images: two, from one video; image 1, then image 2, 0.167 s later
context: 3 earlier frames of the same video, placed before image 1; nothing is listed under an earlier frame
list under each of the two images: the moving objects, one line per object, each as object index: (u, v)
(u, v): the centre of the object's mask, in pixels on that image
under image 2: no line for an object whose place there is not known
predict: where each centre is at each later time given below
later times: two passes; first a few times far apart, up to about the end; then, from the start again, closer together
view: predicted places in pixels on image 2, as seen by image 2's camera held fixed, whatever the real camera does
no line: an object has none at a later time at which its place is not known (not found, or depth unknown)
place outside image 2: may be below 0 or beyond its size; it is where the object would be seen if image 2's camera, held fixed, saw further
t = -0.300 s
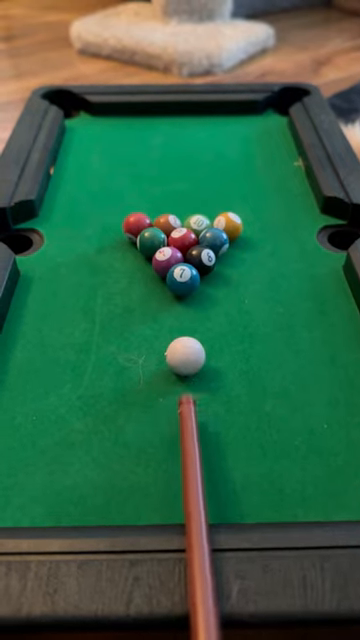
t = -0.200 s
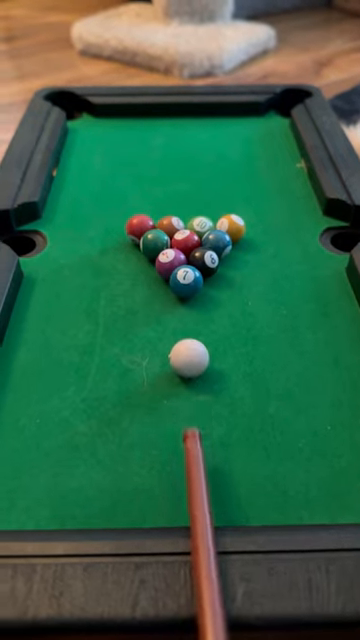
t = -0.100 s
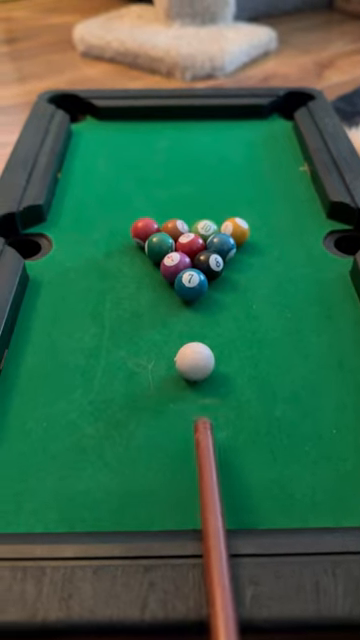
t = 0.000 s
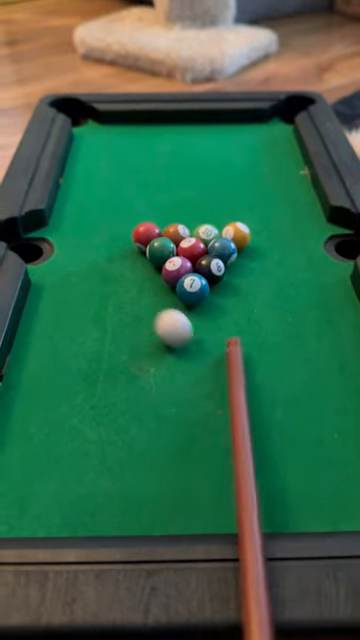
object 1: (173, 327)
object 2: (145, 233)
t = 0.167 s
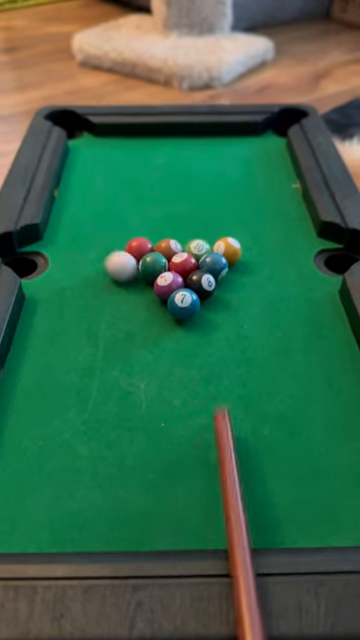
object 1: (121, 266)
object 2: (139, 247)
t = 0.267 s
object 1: (89, 243)
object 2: (141, 241)
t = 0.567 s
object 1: (77, 197)
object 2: (151, 224)
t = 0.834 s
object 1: (98, 171)
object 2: (160, 216)
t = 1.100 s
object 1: (110, 153)
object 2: (156, 211)
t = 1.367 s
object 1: (102, 140)
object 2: (156, 211)
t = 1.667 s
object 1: (89, 135)
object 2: (156, 211)
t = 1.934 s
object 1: (77, 134)
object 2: (156, 211)
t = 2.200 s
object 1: (77, 134)
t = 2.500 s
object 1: (77, 134)
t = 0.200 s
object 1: (111, 259)
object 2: (139, 246)
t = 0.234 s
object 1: (99, 250)
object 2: (140, 244)
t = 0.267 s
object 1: (89, 243)
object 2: (141, 241)
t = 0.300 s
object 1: (79, 236)
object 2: (142, 239)
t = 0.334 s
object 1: (70, 231)
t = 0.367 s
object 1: (61, 225)
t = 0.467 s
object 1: (67, 210)
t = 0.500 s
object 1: (71, 205)
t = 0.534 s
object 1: (74, 201)
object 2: (149, 226)
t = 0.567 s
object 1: (77, 197)
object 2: (151, 224)
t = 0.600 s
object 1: (79, 192)
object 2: (152, 223)
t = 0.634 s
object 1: (82, 189)
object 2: (155, 222)
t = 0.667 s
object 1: (85, 186)
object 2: (156, 221)
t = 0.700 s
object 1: (87, 182)
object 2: (157, 219)
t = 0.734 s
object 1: (89, 180)
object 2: (158, 219)
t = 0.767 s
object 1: (93, 177)
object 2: (160, 217)
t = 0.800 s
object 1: (95, 174)
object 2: (160, 217)
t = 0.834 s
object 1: (98, 171)
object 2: (160, 216)
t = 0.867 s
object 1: (101, 169)
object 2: (160, 215)
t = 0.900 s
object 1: (104, 166)
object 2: (159, 215)
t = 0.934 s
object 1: (107, 163)
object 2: (159, 214)
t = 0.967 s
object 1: (110, 161)
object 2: (158, 213)
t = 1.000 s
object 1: (111, 159)
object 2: (157, 212)
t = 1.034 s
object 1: (111, 157)
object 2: (157, 212)
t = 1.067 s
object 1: (111, 155)
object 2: (156, 211)
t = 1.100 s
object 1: (110, 153)
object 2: (156, 211)
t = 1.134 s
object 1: (109, 151)
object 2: (155, 210)
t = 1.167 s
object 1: (109, 150)
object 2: (155, 211)
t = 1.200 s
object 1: (108, 148)
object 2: (155, 211)
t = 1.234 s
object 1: (107, 146)
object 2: (155, 211)
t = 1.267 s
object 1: (106, 145)
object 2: (155, 211)
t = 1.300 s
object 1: (105, 144)
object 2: (156, 211)
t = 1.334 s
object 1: (104, 142)
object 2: (156, 211)
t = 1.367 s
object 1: (102, 140)
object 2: (156, 211)
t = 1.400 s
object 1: (101, 139)
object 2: (156, 211)
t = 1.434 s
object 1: (100, 138)
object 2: (156, 211)
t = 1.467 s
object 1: (99, 136)
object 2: (156, 211)
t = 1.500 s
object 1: (99, 135)
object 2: (156, 211)
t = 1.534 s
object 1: (98, 134)
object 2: (156, 211)
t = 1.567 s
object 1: (96, 134)
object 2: (156, 211)
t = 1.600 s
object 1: (94, 135)
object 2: (156, 211)
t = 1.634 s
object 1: (91, 135)
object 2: (156, 211)
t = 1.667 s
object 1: (89, 135)
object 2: (156, 211)
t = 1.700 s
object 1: (87, 135)
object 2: (156, 211)
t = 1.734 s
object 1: (84, 135)
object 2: (156, 211)
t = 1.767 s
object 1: (82, 135)
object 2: (156, 211)
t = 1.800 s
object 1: (81, 136)
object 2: (156, 211)
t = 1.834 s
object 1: (79, 135)
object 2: (156, 211)
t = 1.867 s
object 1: (78, 135)
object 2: (156, 211)
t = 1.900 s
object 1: (77, 134)
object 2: (156, 211)
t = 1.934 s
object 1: (77, 134)
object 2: (156, 211)
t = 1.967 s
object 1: (77, 134)
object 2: (156, 211)
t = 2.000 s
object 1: (77, 134)
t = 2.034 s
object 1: (76, 133)
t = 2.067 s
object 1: (76, 133)
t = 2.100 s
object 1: (77, 134)
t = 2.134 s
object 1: (77, 134)
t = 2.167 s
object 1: (77, 133)
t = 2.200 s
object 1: (77, 134)
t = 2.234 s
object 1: (77, 134)
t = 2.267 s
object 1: (77, 134)
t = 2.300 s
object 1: (77, 134)
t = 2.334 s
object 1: (77, 134)
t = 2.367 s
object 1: (77, 134)
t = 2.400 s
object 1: (77, 134)
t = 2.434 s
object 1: (77, 134)
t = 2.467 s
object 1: (77, 134)
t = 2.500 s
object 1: (77, 134)
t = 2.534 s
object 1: (77, 134)
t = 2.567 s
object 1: (77, 134)
